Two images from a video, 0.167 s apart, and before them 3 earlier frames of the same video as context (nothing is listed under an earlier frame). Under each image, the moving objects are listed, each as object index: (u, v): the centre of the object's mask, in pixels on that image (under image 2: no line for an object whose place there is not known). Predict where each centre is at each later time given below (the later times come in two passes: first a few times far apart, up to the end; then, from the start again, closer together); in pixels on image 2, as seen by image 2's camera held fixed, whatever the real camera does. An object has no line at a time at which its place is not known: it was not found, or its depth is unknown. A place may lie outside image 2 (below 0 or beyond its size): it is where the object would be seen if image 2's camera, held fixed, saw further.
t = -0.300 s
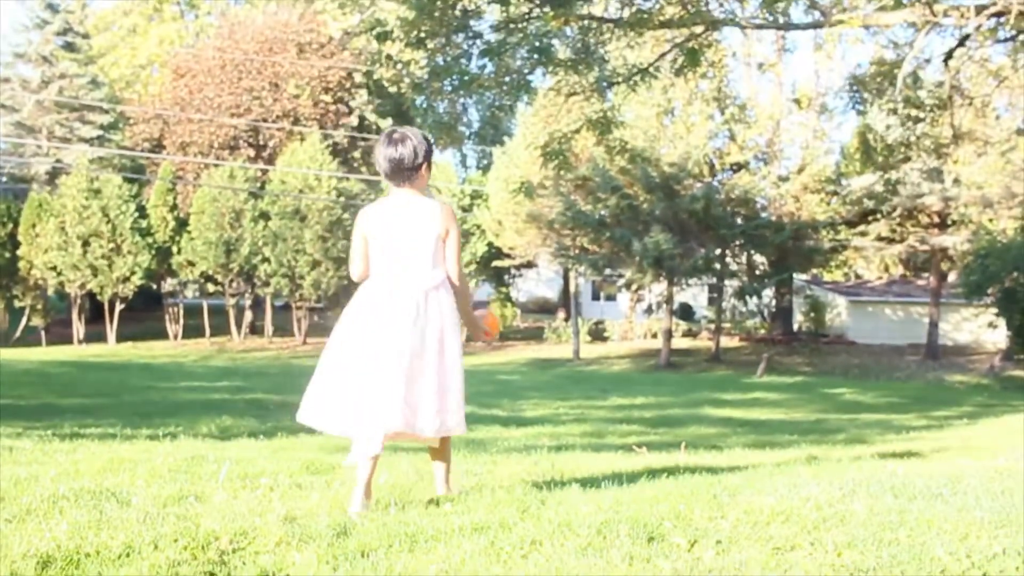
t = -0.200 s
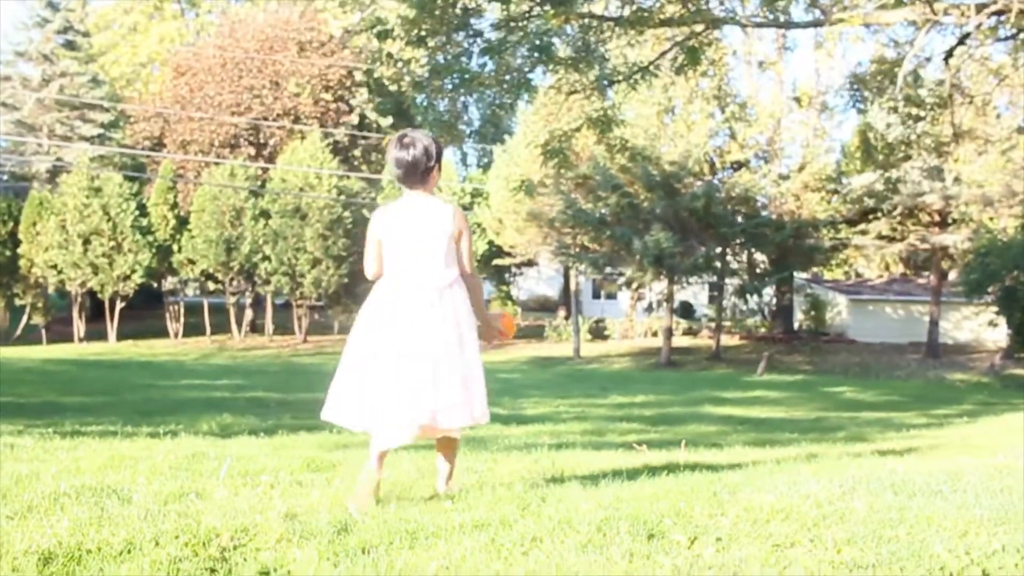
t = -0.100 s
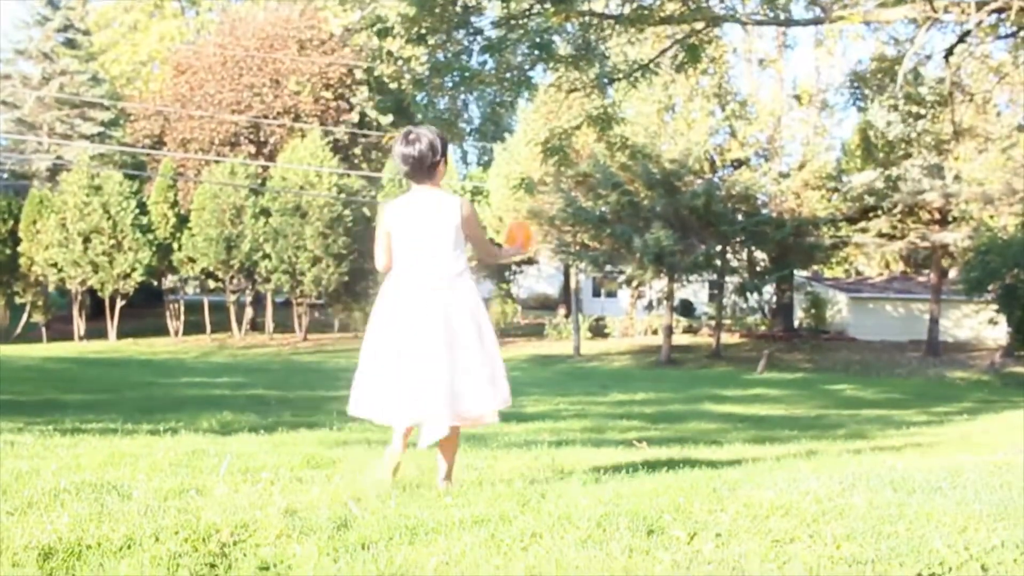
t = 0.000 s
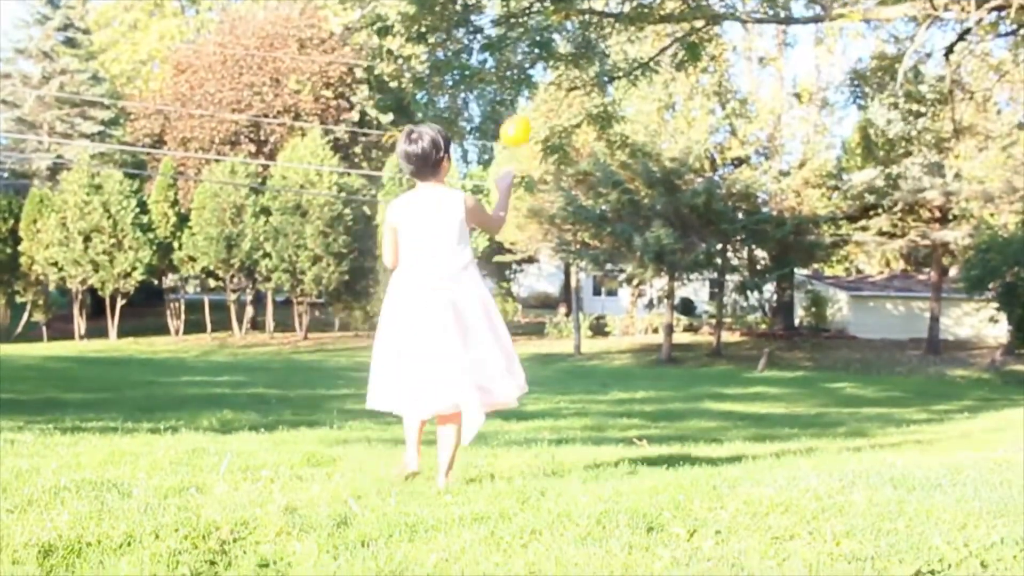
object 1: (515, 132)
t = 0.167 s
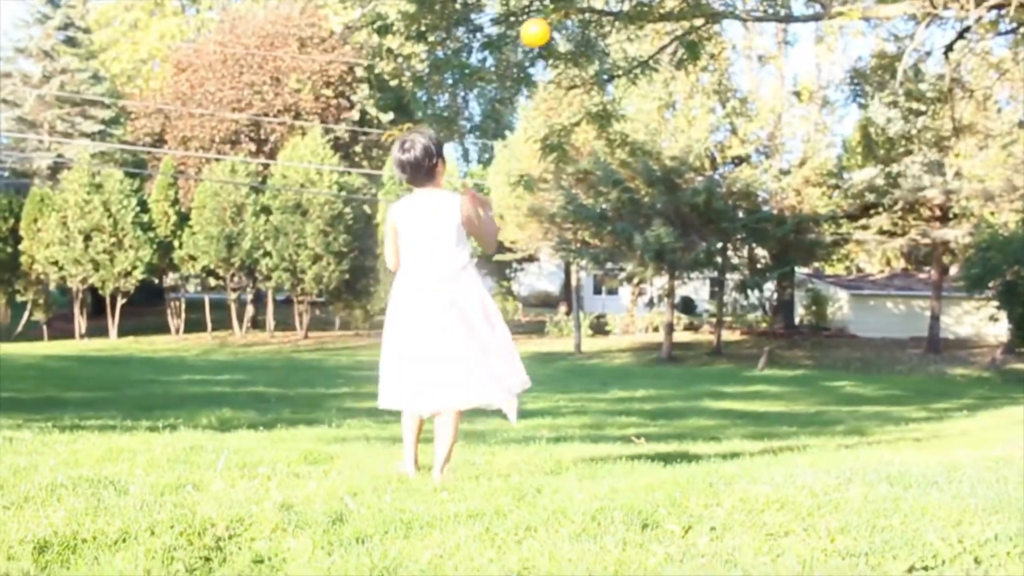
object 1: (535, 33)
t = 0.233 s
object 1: (539, 15)
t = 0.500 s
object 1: (569, 55)
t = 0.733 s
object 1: (591, 180)
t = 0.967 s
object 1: (611, 360)
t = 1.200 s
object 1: (622, 443)
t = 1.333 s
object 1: (617, 444)
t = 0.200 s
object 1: (537, 22)
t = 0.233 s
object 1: (539, 15)
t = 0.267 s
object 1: (540, 14)
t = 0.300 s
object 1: (542, 15)
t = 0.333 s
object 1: (546, 18)
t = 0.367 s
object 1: (550, 23)
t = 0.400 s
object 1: (555, 30)
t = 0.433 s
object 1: (561, 37)
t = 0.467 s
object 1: (565, 45)
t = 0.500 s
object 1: (569, 55)
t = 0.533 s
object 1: (572, 70)
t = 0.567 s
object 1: (574, 84)
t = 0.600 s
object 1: (576, 100)
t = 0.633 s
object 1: (579, 119)
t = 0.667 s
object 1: (583, 139)
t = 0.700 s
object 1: (585, 157)
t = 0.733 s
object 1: (591, 180)
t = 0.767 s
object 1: (592, 205)
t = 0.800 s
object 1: (595, 230)
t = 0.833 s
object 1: (598, 253)
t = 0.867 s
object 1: (602, 278)
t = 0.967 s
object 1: (611, 360)
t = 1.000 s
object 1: (615, 385)
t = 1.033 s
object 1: (619, 412)
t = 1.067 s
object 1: (625, 437)
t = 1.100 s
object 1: (628, 451)
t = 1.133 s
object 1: (626, 447)
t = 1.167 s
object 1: (624, 444)
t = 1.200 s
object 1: (622, 443)
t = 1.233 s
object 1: (621, 443)
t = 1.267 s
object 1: (619, 443)
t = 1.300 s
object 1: (618, 443)
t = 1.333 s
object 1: (617, 444)
